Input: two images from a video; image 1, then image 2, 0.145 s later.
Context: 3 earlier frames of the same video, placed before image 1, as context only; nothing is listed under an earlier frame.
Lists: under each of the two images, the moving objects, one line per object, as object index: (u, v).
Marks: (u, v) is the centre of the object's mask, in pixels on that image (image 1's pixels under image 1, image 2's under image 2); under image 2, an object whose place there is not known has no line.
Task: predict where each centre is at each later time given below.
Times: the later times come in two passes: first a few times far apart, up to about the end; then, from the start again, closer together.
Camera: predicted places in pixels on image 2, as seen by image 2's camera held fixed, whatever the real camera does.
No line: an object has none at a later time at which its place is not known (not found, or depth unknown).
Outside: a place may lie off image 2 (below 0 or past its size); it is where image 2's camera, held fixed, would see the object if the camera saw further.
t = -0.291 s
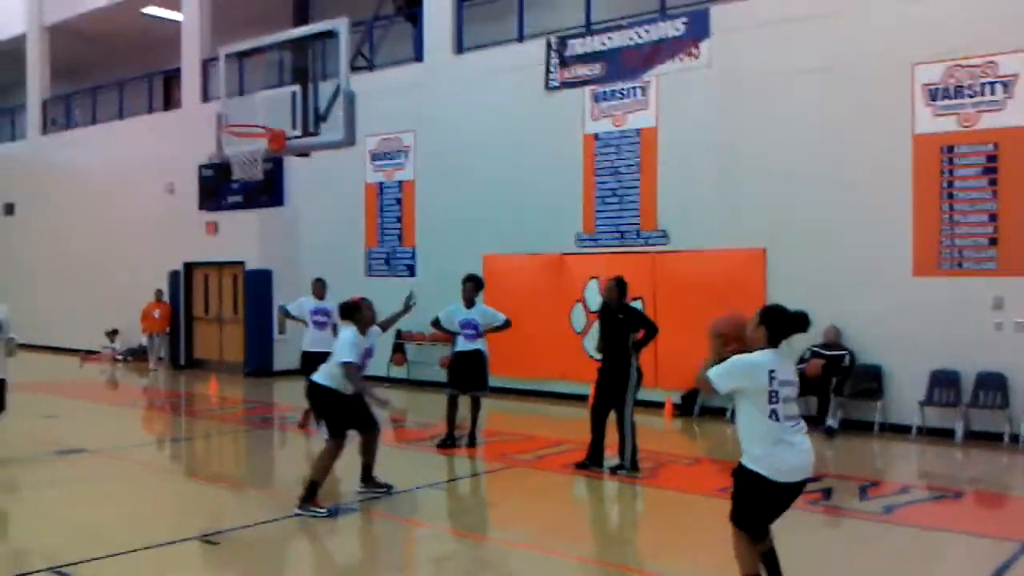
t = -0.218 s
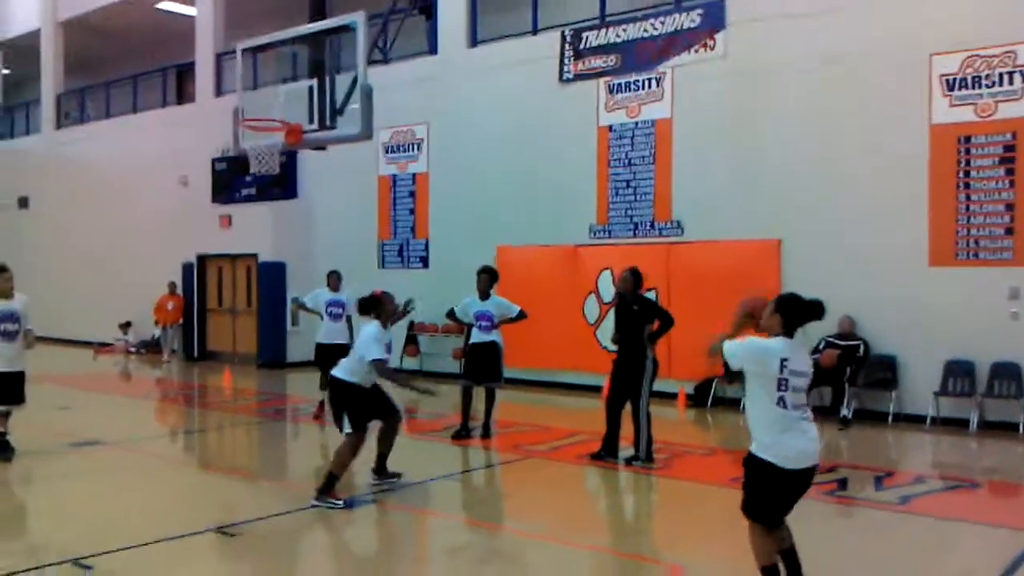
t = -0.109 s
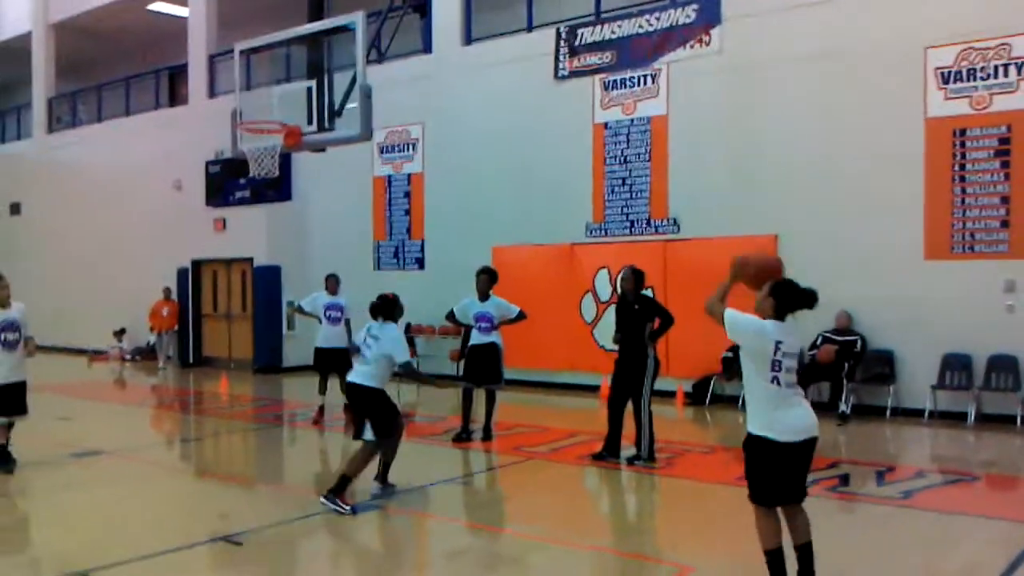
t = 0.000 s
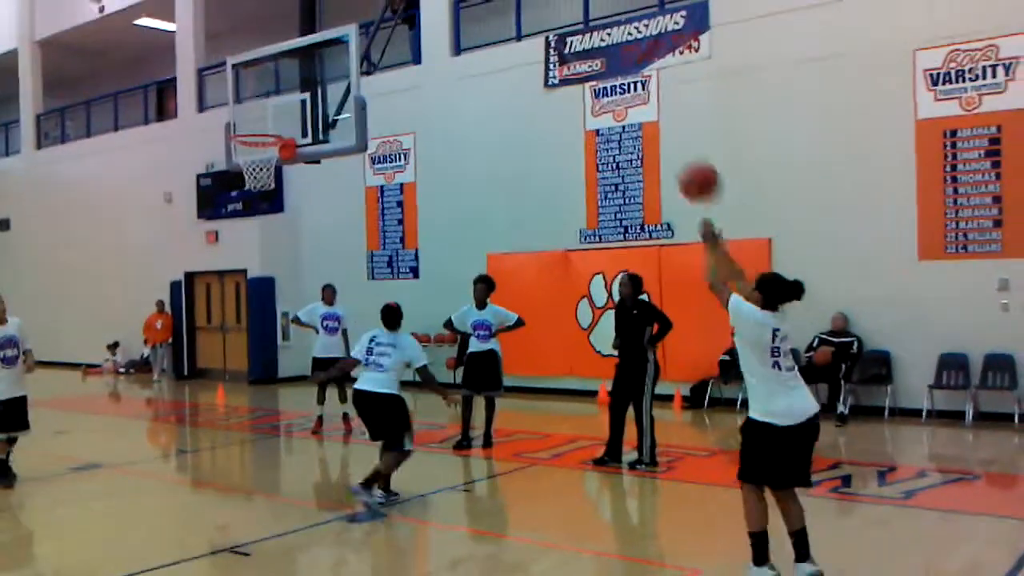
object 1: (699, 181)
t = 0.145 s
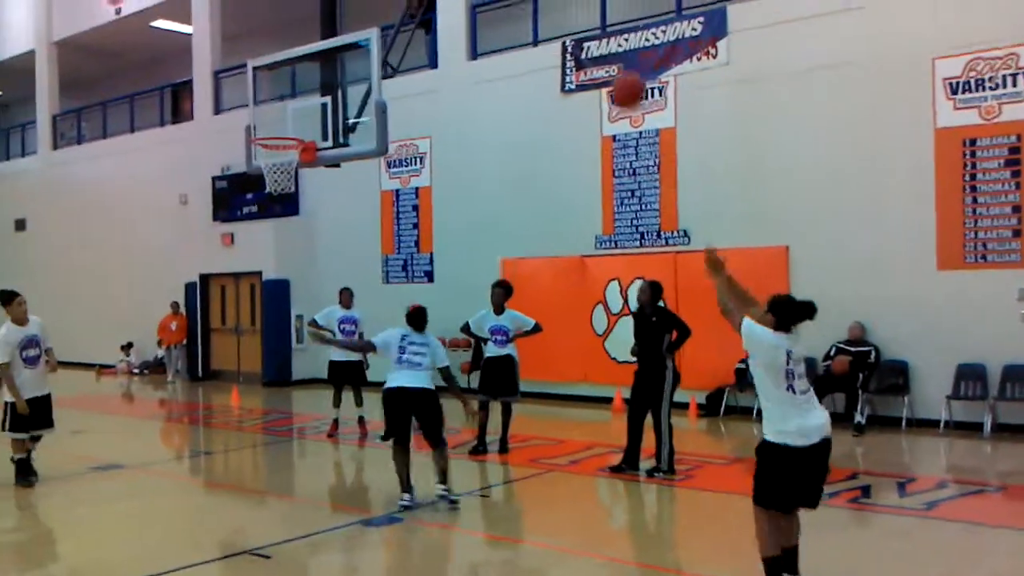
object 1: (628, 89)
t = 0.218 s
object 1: (589, 58)
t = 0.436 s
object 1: (490, 17)
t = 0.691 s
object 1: (399, 52)
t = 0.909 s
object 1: (335, 120)
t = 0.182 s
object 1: (608, 73)
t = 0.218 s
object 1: (589, 58)
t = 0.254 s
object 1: (571, 47)
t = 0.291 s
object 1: (554, 37)
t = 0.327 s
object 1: (536, 29)
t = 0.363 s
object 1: (521, 23)
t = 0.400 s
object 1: (504, 20)
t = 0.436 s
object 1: (490, 17)
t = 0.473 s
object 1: (473, 18)
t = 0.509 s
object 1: (459, 18)
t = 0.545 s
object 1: (446, 21)
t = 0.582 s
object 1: (432, 28)
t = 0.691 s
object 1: (399, 52)
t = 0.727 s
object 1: (385, 62)
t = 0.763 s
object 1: (375, 67)
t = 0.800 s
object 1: (365, 80)
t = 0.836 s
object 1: (356, 93)
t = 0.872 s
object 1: (345, 108)
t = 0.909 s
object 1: (335, 120)
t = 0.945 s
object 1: (327, 128)
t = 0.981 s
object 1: (329, 117)
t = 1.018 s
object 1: (333, 106)
